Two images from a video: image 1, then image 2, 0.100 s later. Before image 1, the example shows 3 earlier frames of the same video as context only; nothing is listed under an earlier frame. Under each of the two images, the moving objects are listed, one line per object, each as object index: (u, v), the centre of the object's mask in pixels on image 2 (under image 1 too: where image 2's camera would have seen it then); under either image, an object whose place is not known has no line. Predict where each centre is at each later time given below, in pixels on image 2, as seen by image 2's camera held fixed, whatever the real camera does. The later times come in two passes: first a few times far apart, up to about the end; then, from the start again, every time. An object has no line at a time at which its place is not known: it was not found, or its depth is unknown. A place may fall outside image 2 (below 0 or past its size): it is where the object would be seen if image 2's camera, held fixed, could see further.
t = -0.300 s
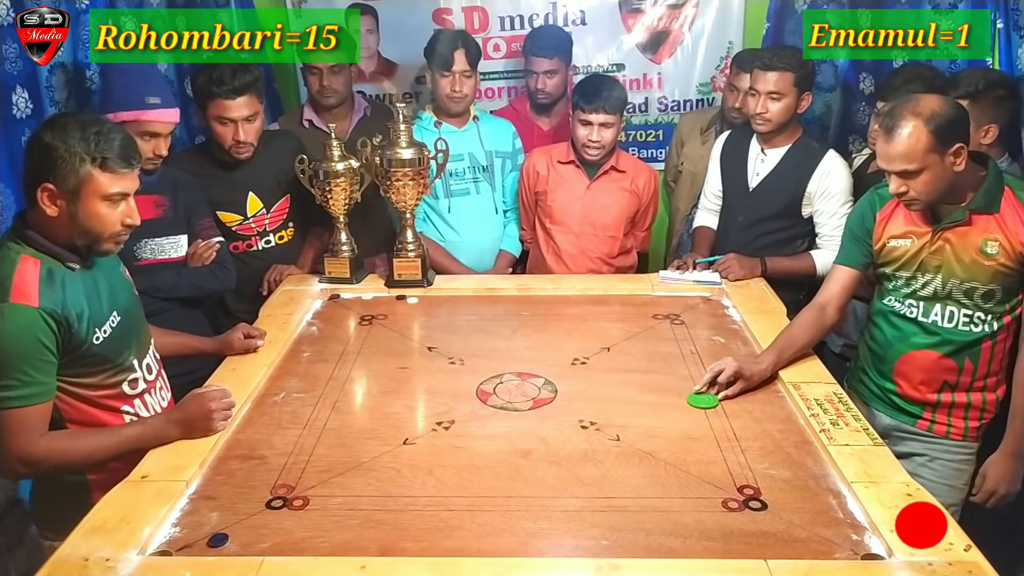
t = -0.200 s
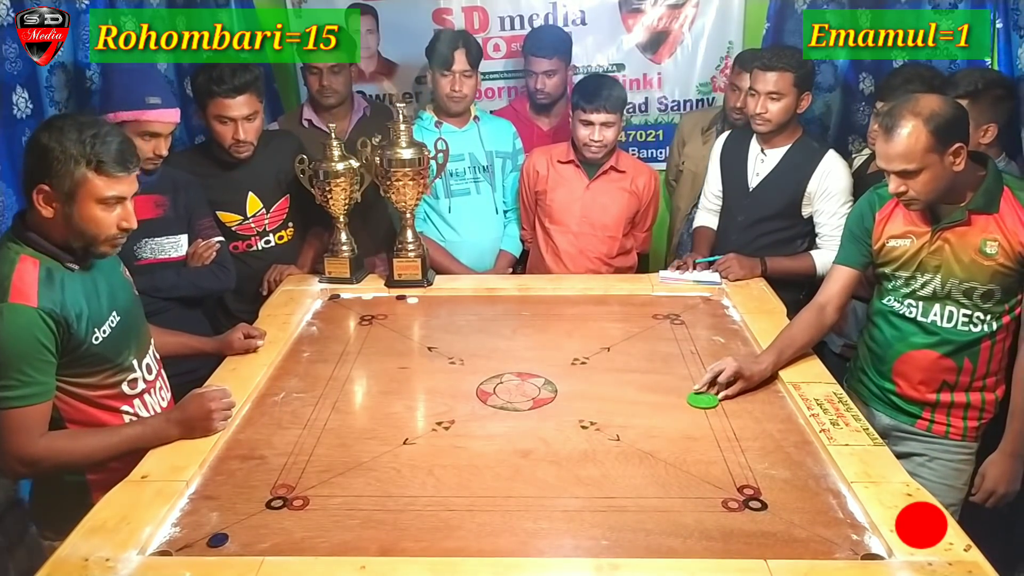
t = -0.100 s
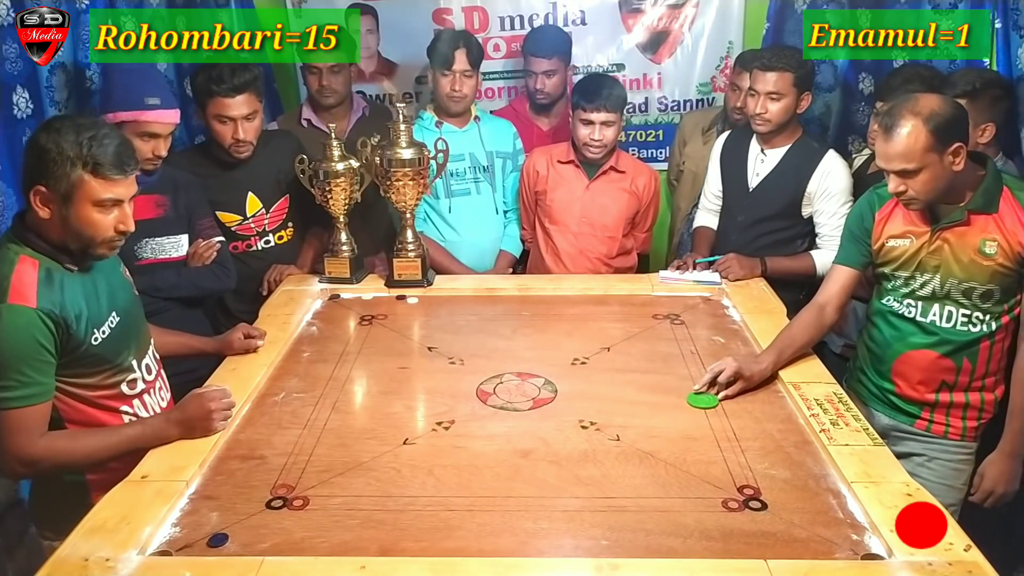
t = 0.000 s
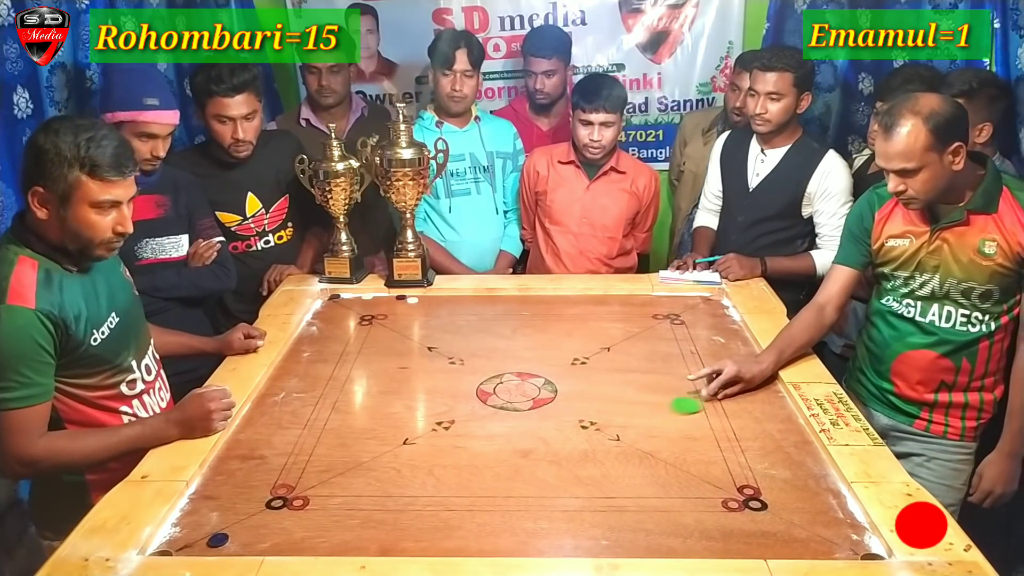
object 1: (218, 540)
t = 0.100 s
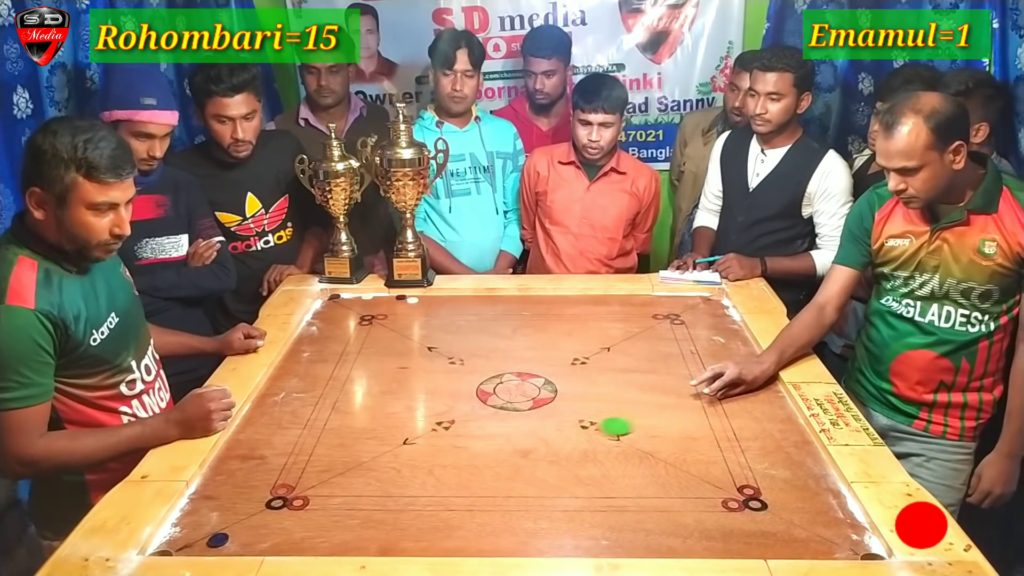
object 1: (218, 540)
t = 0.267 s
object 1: (218, 540)
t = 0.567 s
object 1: (218, 540)
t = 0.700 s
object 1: (192, 550)
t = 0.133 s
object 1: (218, 540)
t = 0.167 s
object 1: (218, 540)
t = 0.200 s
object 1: (218, 540)
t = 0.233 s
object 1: (218, 540)
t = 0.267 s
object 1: (218, 540)
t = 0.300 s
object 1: (218, 540)
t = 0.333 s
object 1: (218, 540)
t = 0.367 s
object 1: (218, 540)
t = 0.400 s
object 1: (218, 540)
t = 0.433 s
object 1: (218, 540)
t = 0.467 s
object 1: (218, 540)
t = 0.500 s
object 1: (218, 540)
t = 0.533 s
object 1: (218, 540)
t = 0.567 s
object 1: (218, 540)
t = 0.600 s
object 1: (218, 540)
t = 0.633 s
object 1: (218, 540)
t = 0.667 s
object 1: (217, 540)
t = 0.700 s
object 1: (192, 550)
